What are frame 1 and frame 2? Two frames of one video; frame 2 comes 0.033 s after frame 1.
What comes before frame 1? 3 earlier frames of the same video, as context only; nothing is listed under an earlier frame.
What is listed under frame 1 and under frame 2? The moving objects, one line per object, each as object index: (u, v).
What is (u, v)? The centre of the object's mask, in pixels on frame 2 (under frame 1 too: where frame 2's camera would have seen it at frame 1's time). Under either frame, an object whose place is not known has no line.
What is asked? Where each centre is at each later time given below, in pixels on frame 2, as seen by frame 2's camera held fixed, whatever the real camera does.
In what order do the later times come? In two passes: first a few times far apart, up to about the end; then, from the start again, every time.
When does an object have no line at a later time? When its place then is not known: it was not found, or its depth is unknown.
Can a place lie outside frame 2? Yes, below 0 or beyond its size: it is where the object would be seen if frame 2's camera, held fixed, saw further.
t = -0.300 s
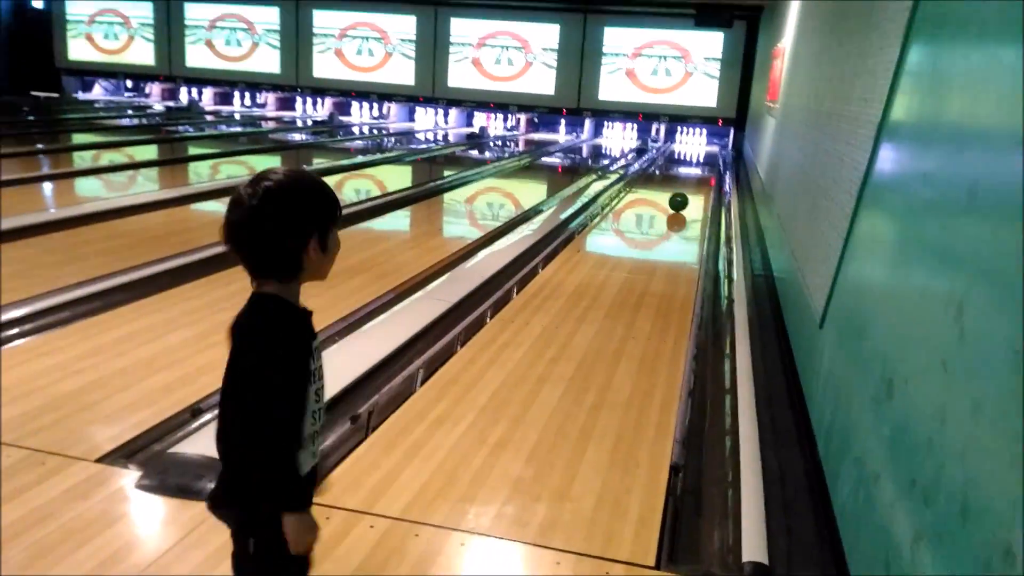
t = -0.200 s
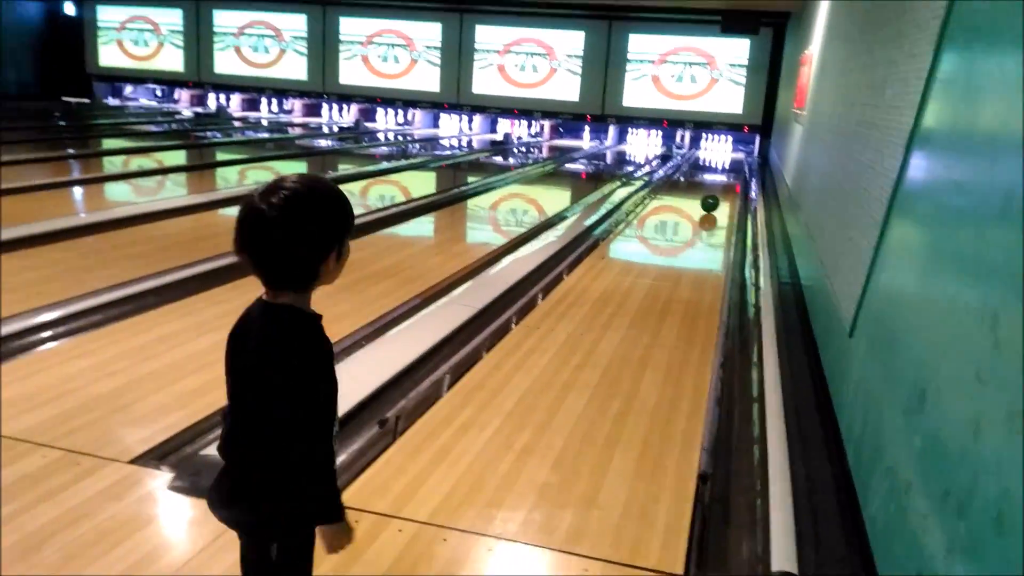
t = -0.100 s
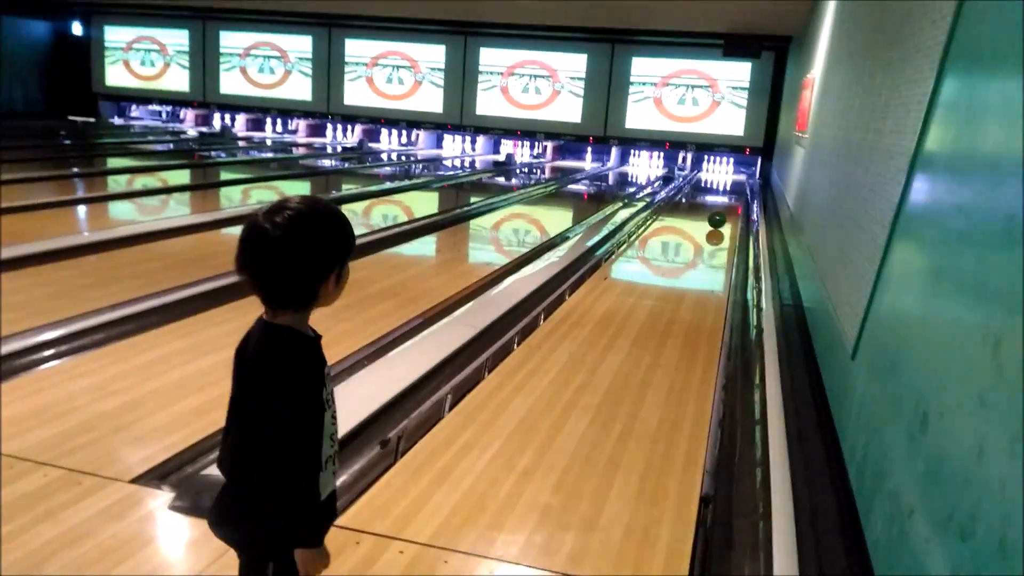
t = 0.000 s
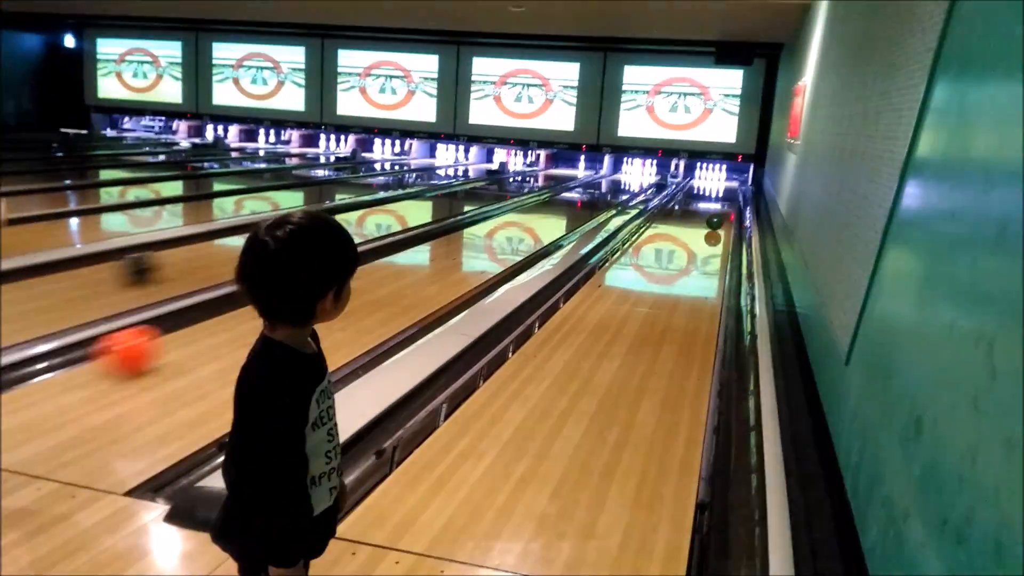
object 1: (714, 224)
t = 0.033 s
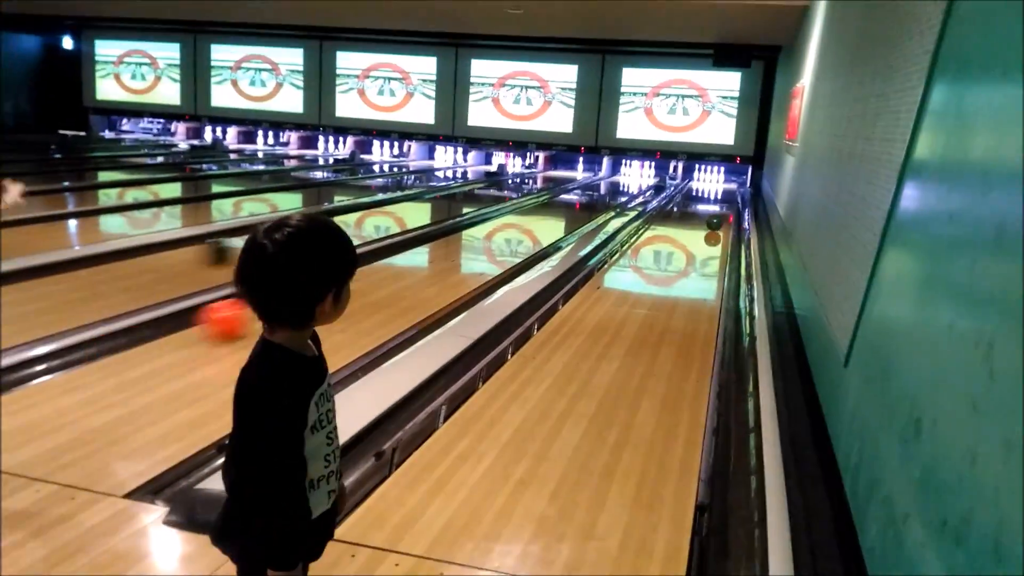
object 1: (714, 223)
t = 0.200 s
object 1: (722, 217)
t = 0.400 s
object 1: (728, 210)
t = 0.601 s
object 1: (729, 205)
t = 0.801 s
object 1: (730, 201)
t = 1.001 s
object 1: (729, 196)
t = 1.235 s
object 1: (729, 190)
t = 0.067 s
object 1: (718, 222)
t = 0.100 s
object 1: (718, 221)
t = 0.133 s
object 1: (719, 220)
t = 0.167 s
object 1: (721, 218)
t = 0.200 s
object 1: (722, 217)
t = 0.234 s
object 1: (724, 217)
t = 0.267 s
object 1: (725, 215)
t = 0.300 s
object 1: (726, 214)
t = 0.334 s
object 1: (727, 213)
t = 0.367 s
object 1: (728, 211)
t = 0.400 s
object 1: (728, 210)
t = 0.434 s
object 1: (728, 209)
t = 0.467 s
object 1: (728, 208)
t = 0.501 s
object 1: (728, 207)
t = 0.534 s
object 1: (728, 206)
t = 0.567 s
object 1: (728, 206)
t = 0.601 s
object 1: (729, 205)
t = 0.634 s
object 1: (729, 205)
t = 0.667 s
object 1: (730, 203)
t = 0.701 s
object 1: (730, 203)
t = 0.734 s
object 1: (730, 201)
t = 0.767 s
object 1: (730, 201)
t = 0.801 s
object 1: (730, 201)
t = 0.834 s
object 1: (730, 200)
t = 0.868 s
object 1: (730, 198)
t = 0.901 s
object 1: (730, 197)
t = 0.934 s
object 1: (730, 197)
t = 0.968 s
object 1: (730, 197)
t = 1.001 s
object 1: (729, 196)
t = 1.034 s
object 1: (728, 194)
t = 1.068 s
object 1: (729, 194)
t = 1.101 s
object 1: (729, 193)
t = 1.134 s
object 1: (729, 194)
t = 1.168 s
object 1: (729, 191)
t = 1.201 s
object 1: (728, 190)
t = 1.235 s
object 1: (729, 190)
